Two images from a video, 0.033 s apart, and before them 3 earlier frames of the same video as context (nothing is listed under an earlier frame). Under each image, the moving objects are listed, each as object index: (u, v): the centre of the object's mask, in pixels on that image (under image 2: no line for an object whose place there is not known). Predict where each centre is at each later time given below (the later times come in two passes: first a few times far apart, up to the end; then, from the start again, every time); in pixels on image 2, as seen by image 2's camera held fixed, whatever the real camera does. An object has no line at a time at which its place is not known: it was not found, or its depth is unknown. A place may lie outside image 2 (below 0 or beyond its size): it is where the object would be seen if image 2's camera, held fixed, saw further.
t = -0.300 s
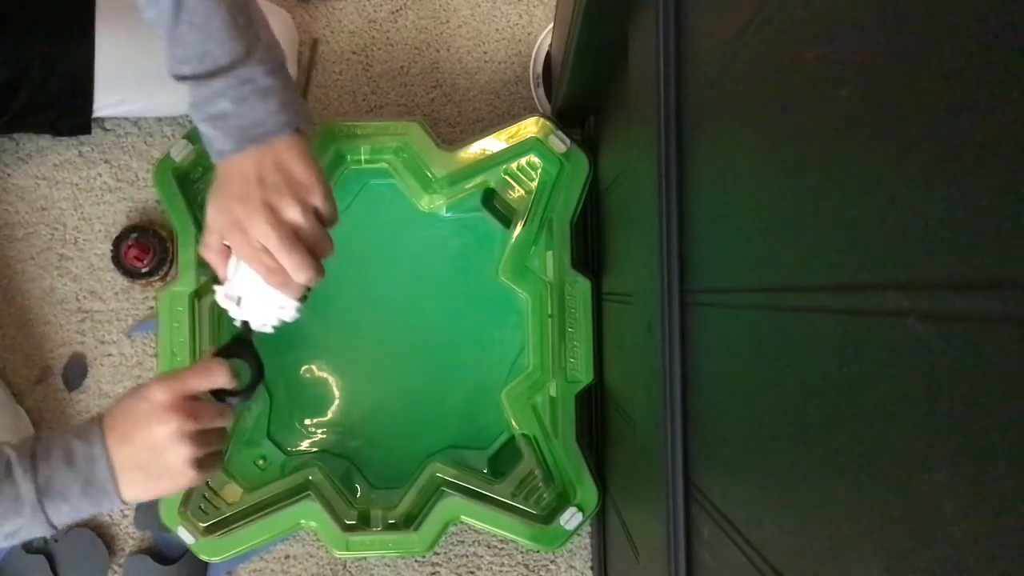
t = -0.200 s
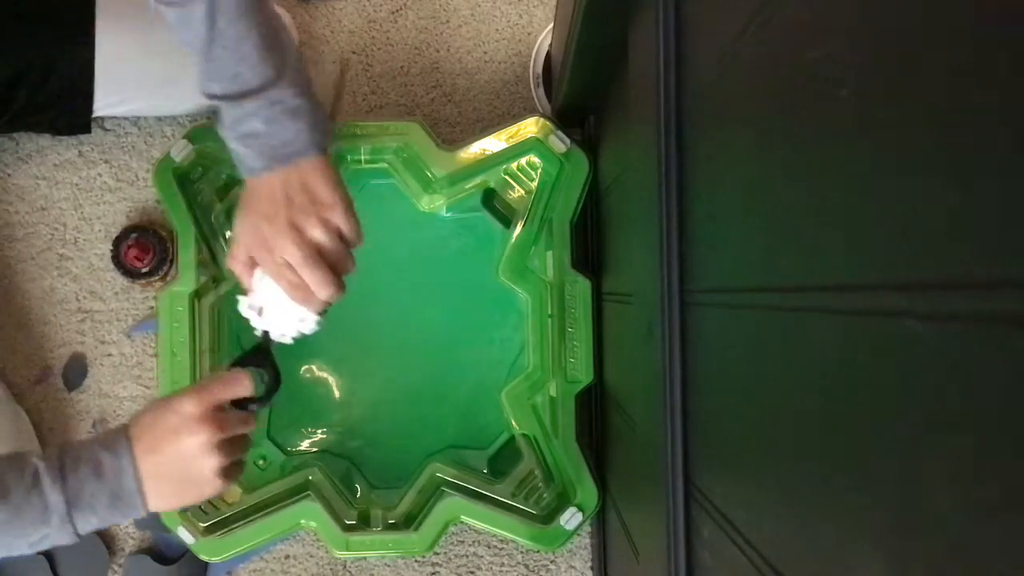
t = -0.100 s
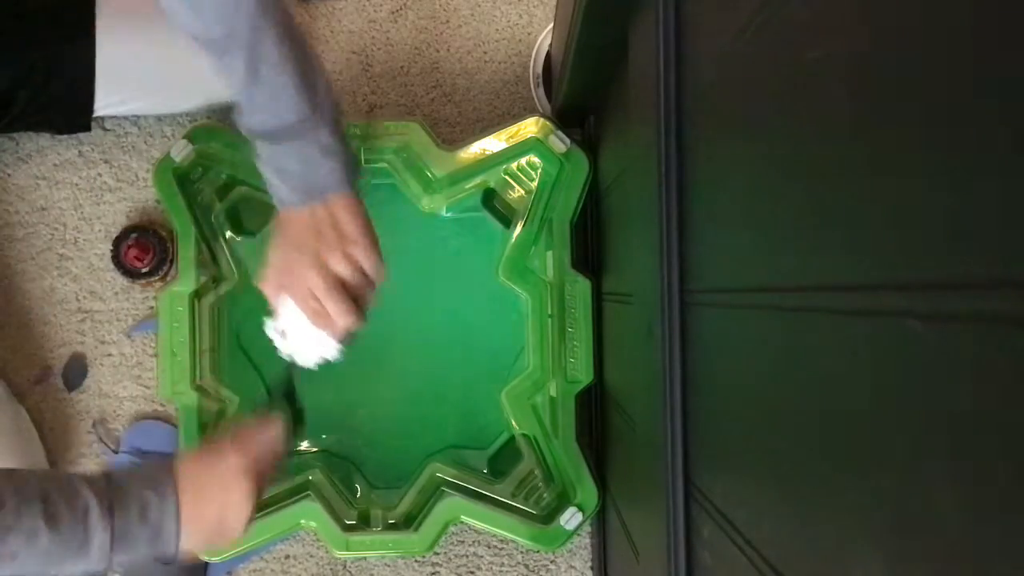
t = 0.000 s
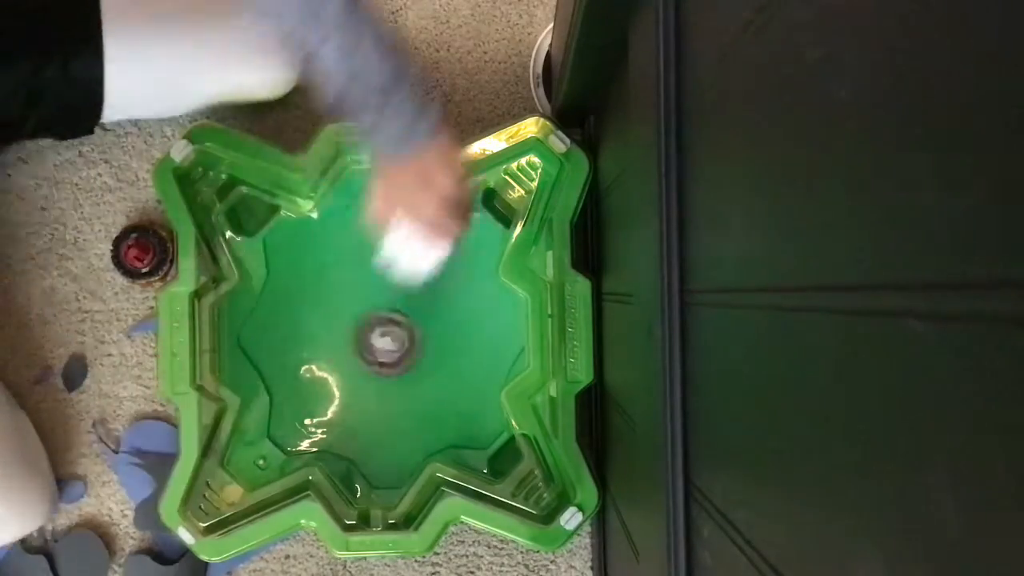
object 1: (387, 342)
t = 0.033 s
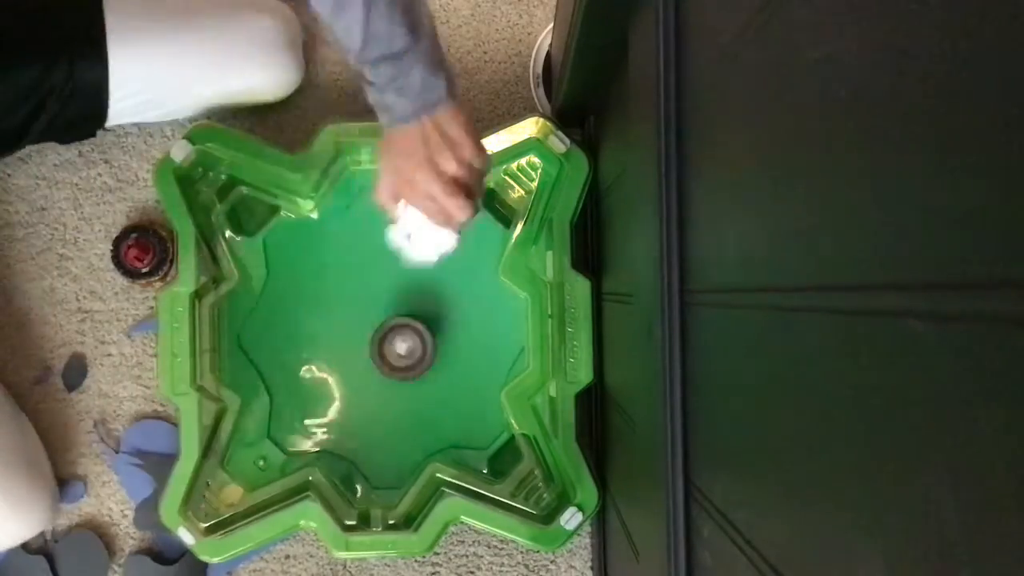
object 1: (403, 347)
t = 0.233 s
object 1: (439, 358)
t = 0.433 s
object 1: (450, 355)
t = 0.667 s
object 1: (434, 350)
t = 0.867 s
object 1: (412, 339)
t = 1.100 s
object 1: (384, 332)
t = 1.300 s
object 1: (363, 333)
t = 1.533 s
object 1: (350, 337)
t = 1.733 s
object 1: (350, 344)
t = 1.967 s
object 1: (363, 344)
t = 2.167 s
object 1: (380, 337)
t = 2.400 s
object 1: (396, 323)
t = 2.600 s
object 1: (402, 312)
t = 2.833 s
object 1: (397, 303)
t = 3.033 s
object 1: (387, 307)
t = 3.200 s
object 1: (379, 316)
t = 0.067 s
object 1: (406, 351)
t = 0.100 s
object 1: (411, 353)
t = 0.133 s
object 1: (417, 356)
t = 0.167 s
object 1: (424, 357)
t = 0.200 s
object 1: (432, 358)
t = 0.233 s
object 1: (439, 358)
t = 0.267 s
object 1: (442, 358)
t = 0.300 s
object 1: (446, 356)
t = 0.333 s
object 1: (448, 355)
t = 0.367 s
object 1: (450, 354)
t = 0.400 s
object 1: (450, 355)
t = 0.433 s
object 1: (450, 355)
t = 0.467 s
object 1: (448, 355)
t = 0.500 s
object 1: (447, 355)
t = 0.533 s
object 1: (446, 355)
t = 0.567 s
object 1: (443, 354)
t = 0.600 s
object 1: (440, 354)
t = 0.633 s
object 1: (437, 353)
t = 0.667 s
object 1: (434, 350)
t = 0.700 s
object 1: (431, 349)
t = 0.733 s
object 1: (427, 347)
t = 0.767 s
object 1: (424, 344)
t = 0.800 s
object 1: (419, 342)
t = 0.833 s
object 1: (416, 341)
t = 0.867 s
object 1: (412, 339)
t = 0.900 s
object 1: (408, 337)
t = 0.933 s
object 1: (404, 336)
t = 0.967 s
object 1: (401, 334)
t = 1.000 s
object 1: (397, 334)
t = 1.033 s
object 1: (393, 333)
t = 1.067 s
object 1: (388, 333)
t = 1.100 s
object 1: (384, 332)
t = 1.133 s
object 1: (381, 332)
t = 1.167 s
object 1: (377, 332)
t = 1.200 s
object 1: (373, 332)
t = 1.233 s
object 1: (370, 332)
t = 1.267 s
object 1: (366, 332)
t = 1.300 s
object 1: (363, 333)
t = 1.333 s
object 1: (360, 333)
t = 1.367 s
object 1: (357, 333)
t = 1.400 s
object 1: (355, 334)
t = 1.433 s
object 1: (354, 334)
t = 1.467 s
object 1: (352, 336)
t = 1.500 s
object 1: (350, 337)
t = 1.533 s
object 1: (350, 337)
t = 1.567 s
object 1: (349, 339)
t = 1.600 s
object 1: (349, 340)
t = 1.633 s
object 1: (348, 341)
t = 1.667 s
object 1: (348, 342)
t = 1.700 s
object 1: (349, 343)
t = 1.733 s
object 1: (350, 344)
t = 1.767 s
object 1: (351, 345)
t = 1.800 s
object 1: (353, 344)
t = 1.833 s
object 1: (354, 345)
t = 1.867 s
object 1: (356, 345)
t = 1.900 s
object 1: (358, 345)
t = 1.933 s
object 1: (360, 345)
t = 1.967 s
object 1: (363, 344)
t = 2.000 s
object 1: (365, 344)
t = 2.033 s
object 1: (369, 342)
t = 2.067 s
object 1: (371, 341)
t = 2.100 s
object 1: (374, 339)
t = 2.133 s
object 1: (377, 339)
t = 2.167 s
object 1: (380, 337)
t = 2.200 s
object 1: (382, 336)
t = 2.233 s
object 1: (385, 334)
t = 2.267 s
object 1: (388, 331)
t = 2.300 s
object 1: (390, 330)
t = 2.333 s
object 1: (392, 328)
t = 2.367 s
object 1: (394, 326)
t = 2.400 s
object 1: (396, 323)
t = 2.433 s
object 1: (398, 322)
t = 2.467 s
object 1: (399, 319)
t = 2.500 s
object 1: (400, 317)
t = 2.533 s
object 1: (401, 316)
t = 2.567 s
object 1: (401, 314)
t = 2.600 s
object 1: (402, 312)
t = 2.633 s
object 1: (402, 310)
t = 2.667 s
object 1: (401, 309)
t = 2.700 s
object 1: (401, 307)
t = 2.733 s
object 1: (400, 306)
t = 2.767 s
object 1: (399, 305)
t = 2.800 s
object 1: (398, 304)
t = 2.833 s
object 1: (397, 303)
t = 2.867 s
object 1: (395, 304)
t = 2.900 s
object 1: (394, 304)
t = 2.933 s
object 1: (393, 304)
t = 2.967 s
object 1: (391, 305)
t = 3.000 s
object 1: (389, 306)
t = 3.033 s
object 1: (387, 307)
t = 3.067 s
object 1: (386, 308)
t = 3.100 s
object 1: (384, 310)
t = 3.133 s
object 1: (383, 312)
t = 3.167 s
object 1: (381, 314)
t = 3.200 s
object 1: (379, 316)
